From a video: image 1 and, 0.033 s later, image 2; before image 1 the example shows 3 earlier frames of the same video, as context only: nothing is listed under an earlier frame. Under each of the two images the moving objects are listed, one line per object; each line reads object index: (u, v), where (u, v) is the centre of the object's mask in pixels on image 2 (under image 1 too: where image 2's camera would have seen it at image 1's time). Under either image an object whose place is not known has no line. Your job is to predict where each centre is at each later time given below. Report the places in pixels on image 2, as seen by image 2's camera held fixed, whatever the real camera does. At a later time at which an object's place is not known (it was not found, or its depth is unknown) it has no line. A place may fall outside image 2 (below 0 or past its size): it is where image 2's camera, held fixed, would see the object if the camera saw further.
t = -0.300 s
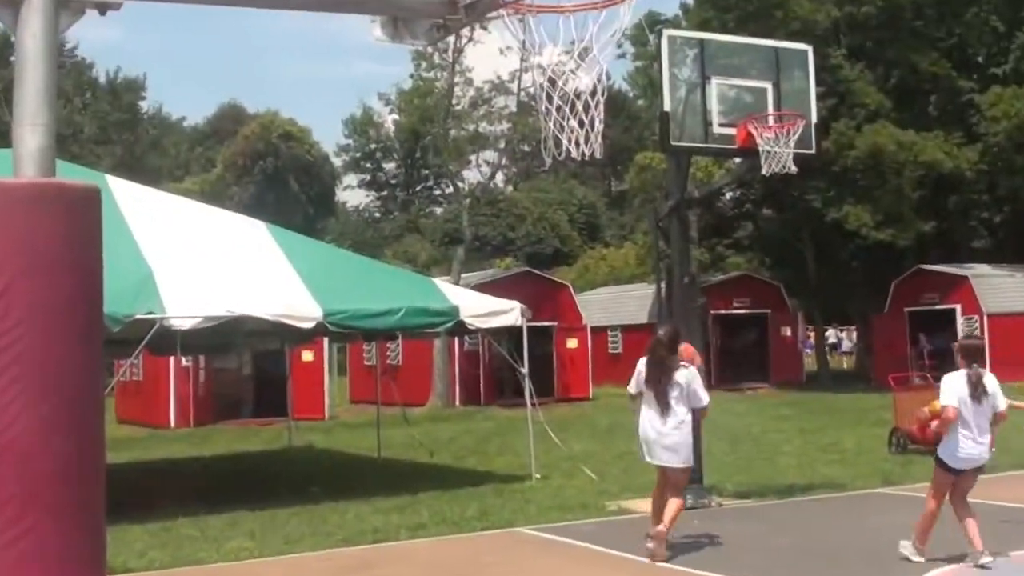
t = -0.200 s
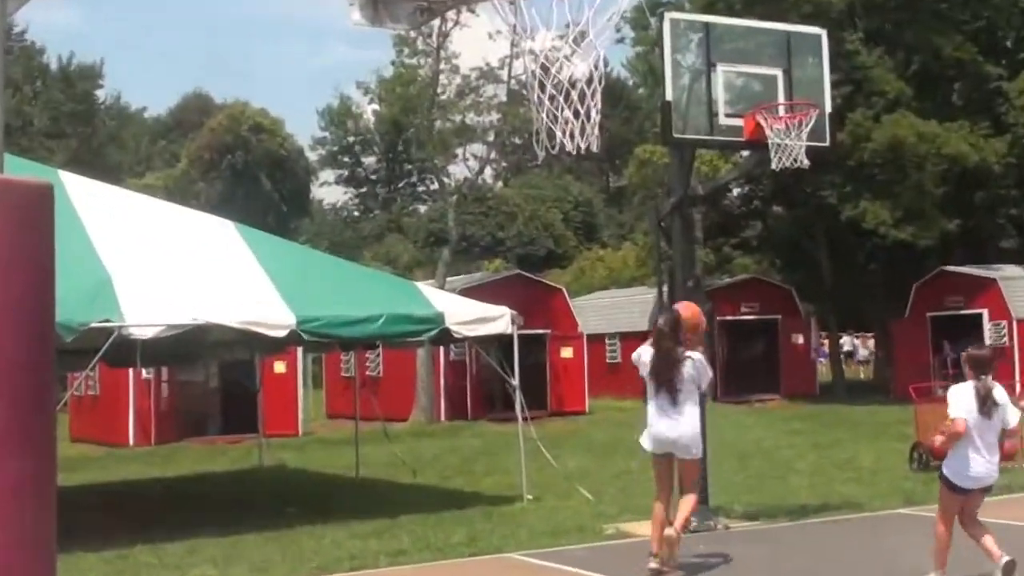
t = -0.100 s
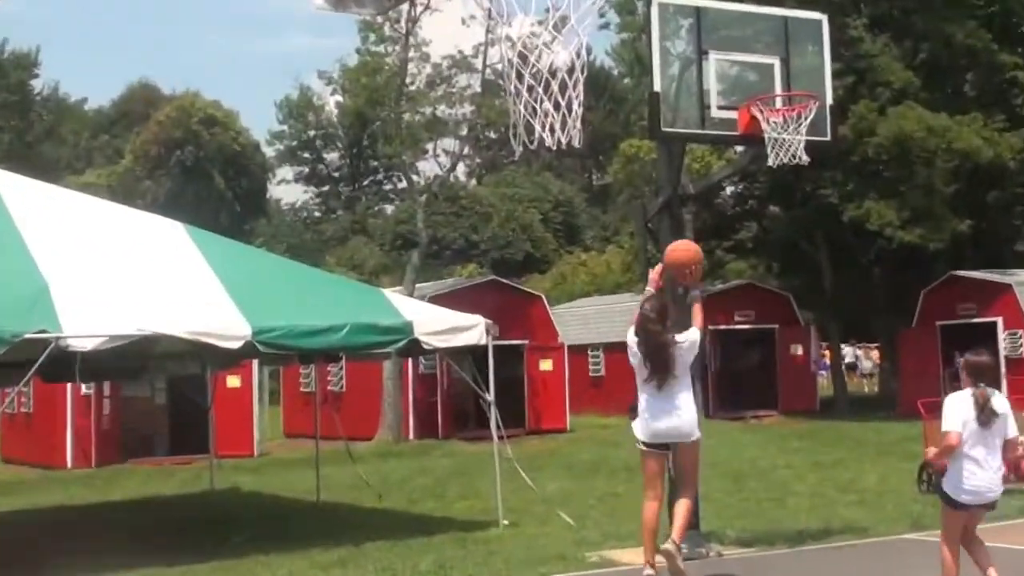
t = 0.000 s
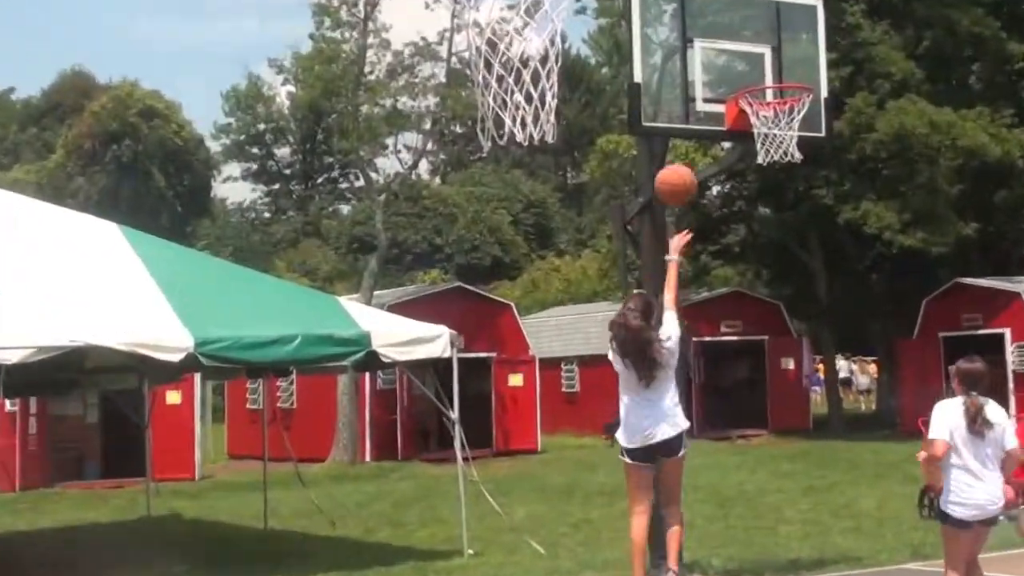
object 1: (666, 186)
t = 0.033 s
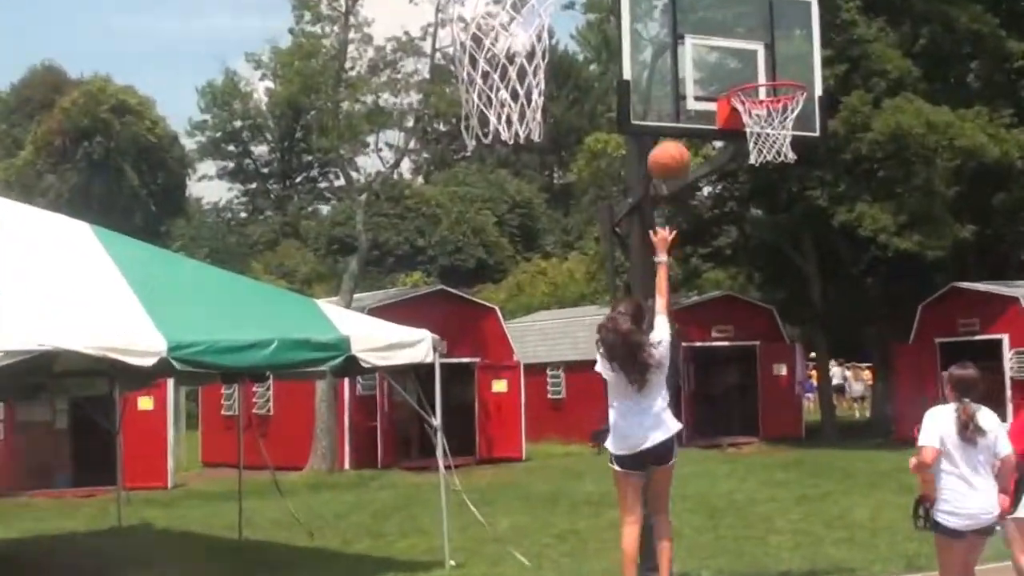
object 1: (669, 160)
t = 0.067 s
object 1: (672, 141)
